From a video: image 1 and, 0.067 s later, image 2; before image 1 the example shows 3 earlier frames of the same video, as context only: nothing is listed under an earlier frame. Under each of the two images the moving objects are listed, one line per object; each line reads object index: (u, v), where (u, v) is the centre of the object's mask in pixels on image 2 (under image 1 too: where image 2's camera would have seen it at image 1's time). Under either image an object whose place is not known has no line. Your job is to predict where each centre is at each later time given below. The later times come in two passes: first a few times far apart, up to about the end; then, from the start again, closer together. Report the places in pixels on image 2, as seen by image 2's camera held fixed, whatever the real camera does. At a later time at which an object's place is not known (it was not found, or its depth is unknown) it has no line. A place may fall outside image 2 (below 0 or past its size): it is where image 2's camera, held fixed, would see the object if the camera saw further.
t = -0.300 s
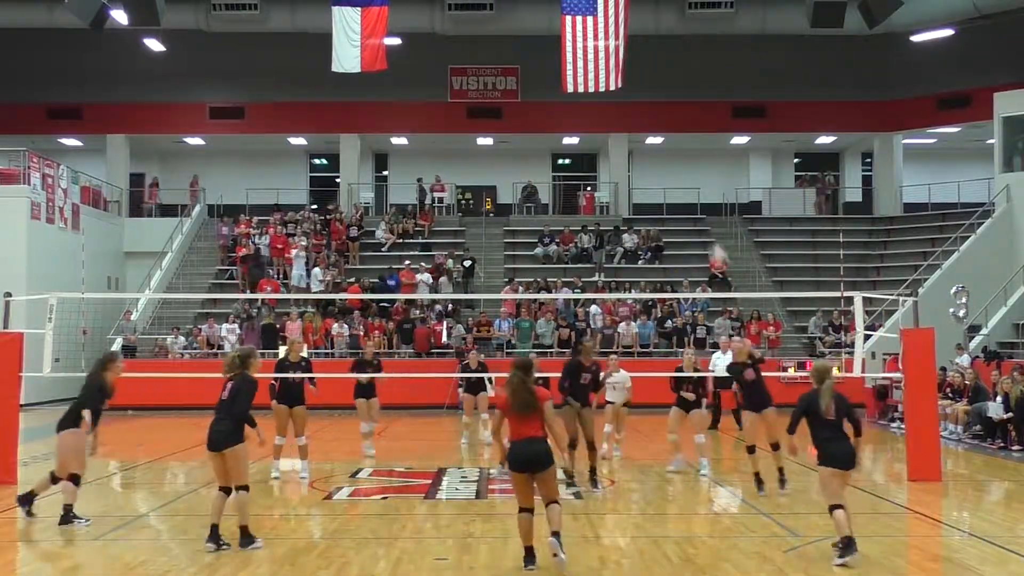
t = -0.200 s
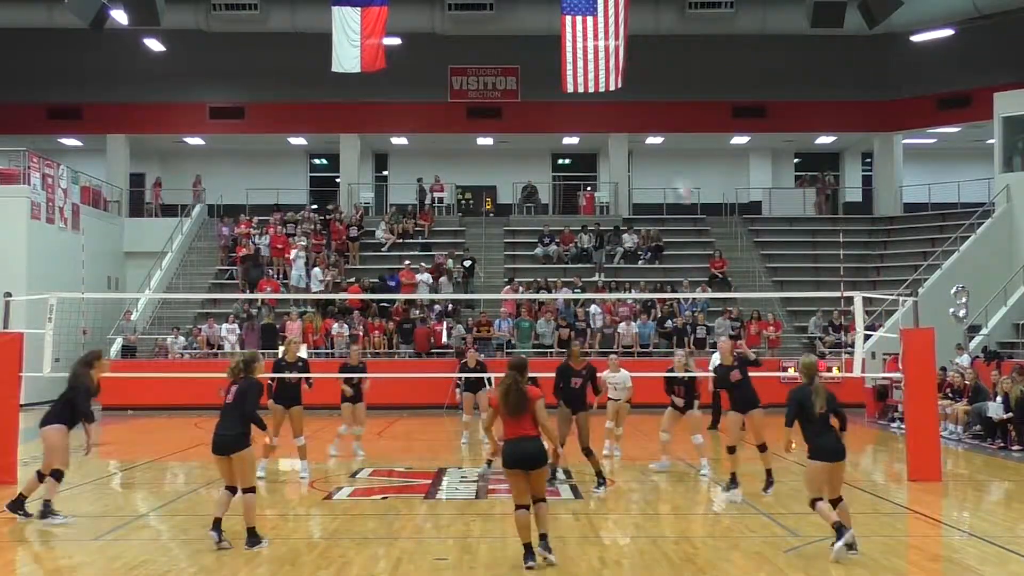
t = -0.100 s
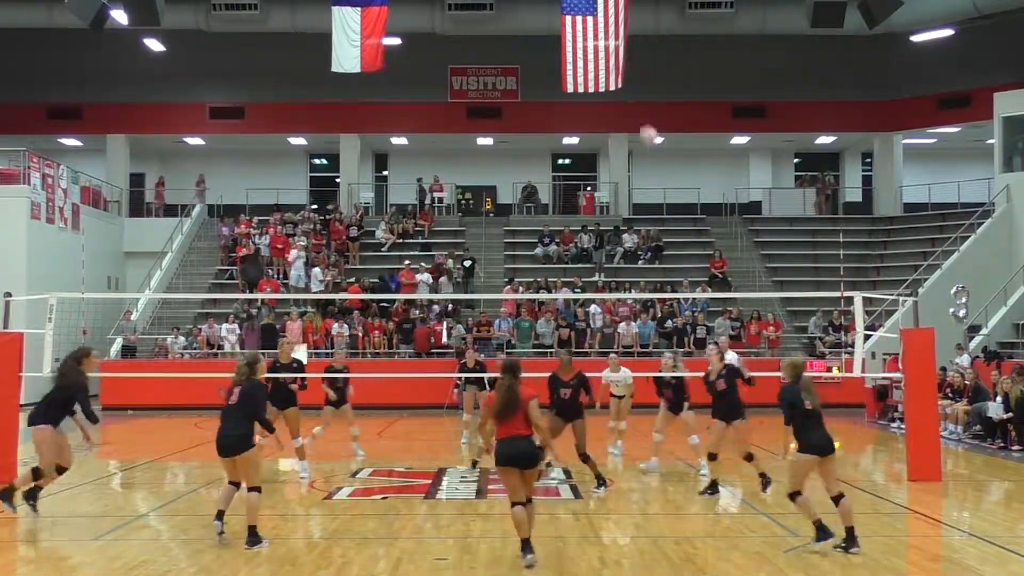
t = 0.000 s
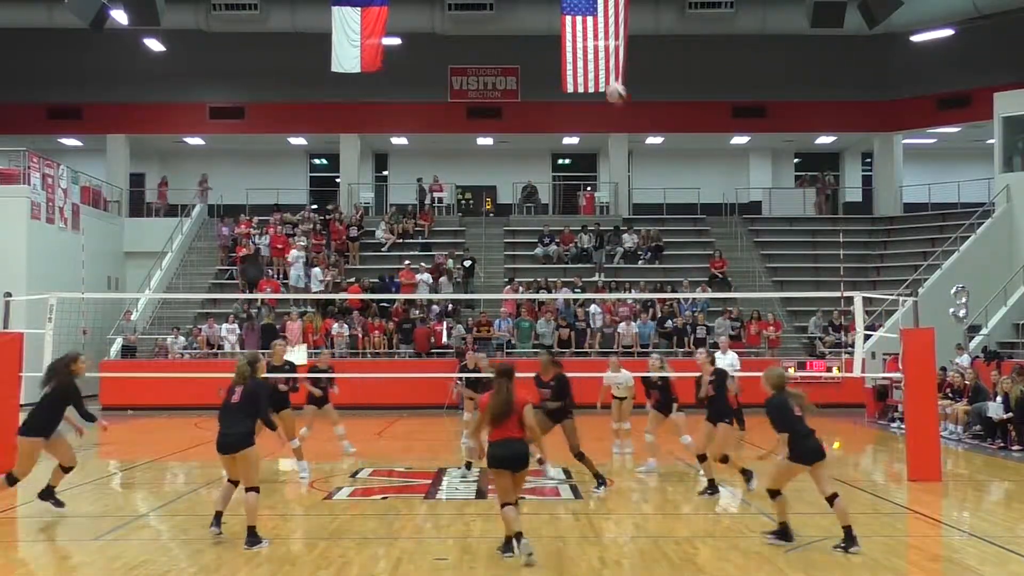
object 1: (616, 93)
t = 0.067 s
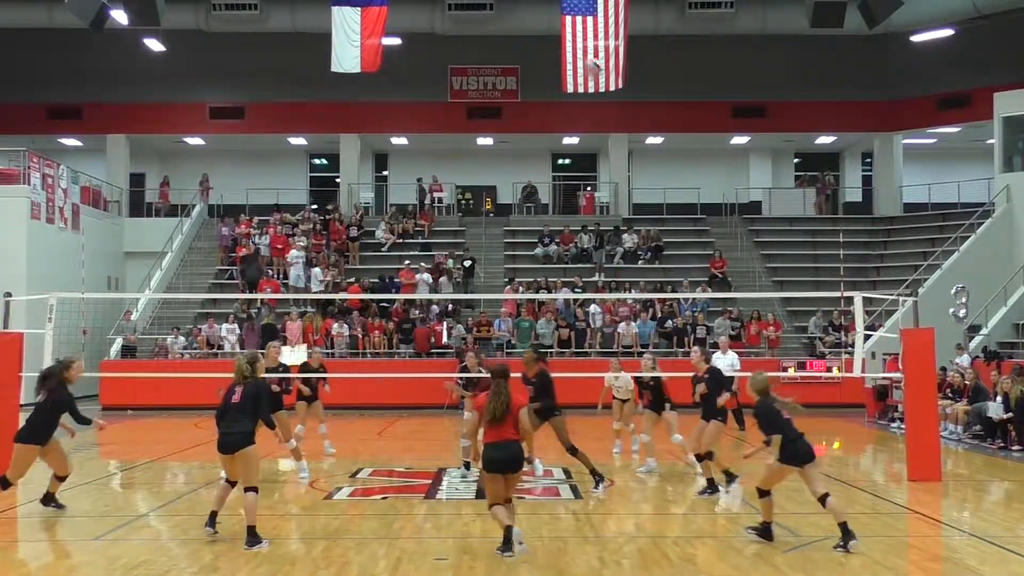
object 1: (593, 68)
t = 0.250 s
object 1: (531, 20)
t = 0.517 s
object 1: (439, 7)
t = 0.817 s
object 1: (337, 70)
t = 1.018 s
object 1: (272, 158)
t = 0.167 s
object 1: (557, 38)
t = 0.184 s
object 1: (553, 34)
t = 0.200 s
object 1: (547, 30)
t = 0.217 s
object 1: (541, 26)
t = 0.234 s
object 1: (537, 22)
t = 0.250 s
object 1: (531, 20)
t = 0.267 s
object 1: (524, 16)
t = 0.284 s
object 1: (518, 13)
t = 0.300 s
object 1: (513, 10)
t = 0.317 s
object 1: (507, 8)
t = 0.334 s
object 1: (501, 7)
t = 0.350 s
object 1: (495, 7)
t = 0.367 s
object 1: (490, 6)
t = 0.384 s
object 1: (485, 7)
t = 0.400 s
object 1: (480, 6)
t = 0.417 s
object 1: (475, 6)
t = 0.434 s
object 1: (467, 6)
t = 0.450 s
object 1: (462, 6)
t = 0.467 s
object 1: (456, 6)
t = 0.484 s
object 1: (451, 6)
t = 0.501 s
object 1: (446, 6)
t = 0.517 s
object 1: (439, 7)
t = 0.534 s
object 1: (433, 8)
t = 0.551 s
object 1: (429, 8)
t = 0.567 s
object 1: (423, 9)
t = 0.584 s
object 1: (417, 10)
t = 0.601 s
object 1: (411, 12)
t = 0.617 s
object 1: (405, 14)
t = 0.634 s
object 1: (400, 17)
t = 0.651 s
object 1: (394, 20)
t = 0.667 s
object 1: (388, 24)
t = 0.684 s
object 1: (383, 28)
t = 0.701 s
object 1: (377, 33)
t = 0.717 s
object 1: (373, 36)
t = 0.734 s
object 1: (366, 42)
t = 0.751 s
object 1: (361, 47)
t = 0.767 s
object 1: (355, 52)
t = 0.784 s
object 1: (350, 57)
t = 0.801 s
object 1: (345, 64)
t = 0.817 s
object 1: (337, 70)
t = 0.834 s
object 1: (332, 76)
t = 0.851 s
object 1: (327, 82)
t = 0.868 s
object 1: (321, 88)
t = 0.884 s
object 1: (316, 94)
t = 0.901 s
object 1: (311, 102)
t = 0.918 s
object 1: (305, 109)
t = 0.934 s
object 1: (299, 117)
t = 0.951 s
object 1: (294, 124)
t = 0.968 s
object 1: (288, 131)
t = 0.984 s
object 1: (282, 142)
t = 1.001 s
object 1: (279, 150)
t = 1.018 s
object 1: (272, 158)
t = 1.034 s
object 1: (266, 168)
